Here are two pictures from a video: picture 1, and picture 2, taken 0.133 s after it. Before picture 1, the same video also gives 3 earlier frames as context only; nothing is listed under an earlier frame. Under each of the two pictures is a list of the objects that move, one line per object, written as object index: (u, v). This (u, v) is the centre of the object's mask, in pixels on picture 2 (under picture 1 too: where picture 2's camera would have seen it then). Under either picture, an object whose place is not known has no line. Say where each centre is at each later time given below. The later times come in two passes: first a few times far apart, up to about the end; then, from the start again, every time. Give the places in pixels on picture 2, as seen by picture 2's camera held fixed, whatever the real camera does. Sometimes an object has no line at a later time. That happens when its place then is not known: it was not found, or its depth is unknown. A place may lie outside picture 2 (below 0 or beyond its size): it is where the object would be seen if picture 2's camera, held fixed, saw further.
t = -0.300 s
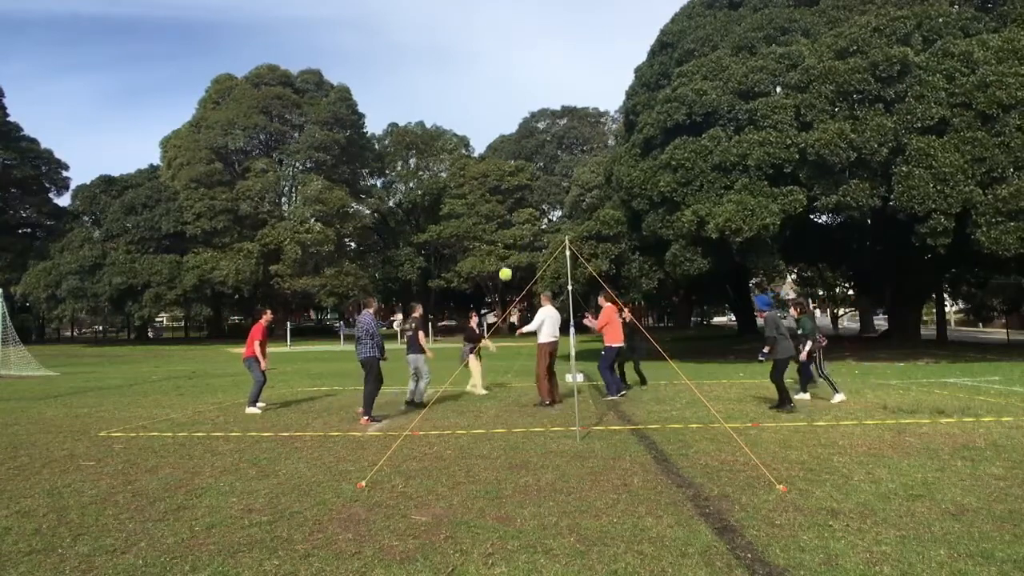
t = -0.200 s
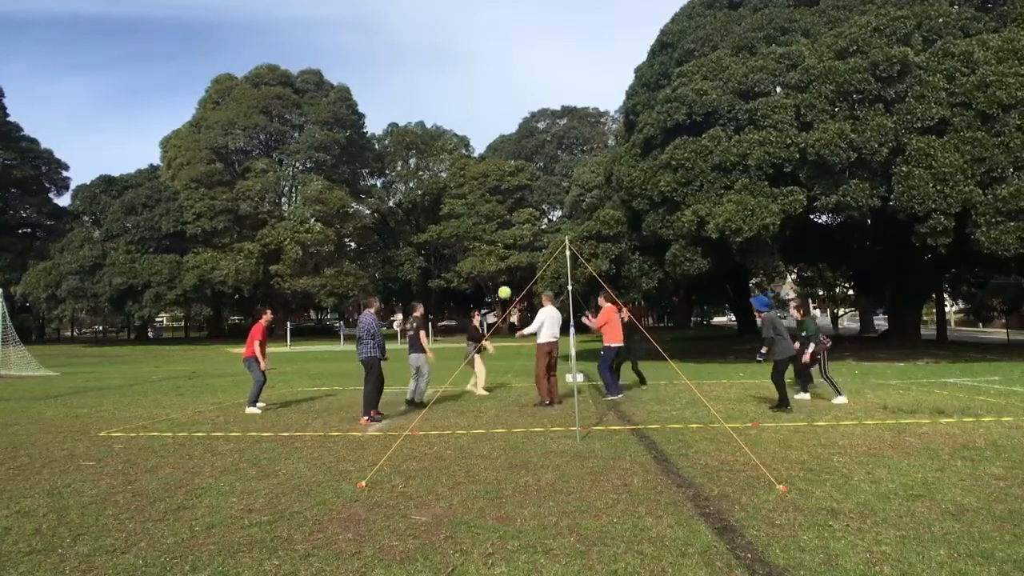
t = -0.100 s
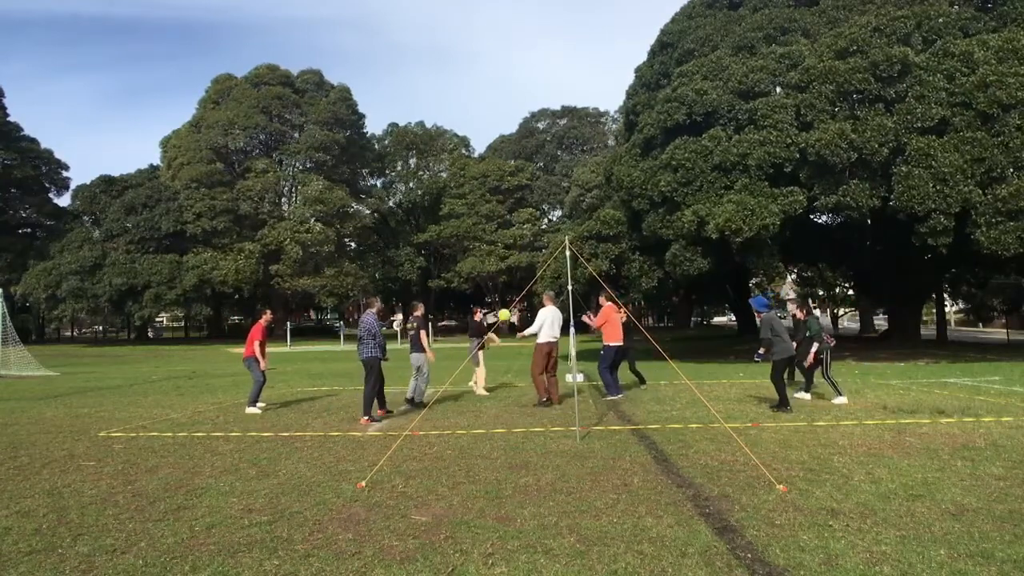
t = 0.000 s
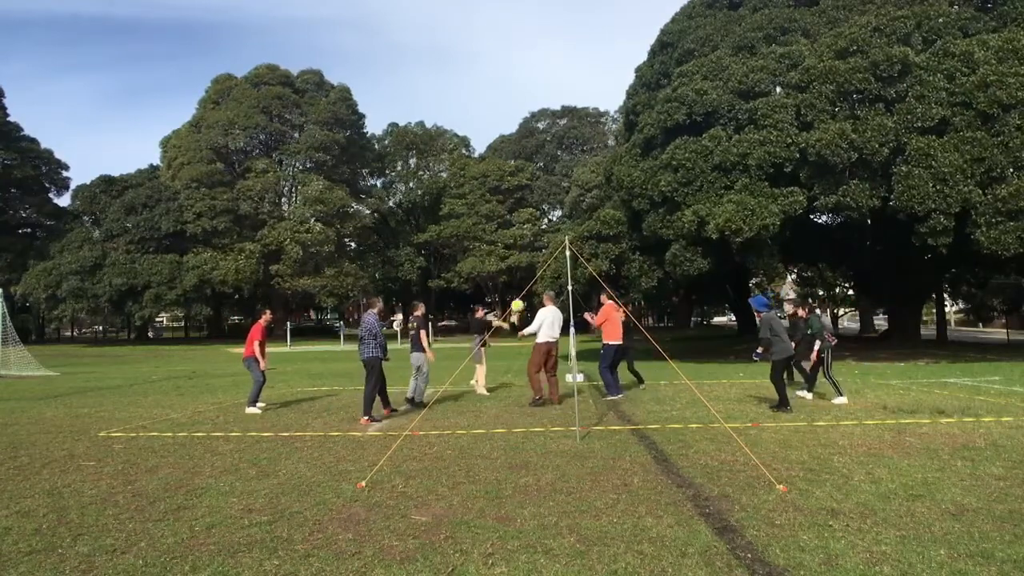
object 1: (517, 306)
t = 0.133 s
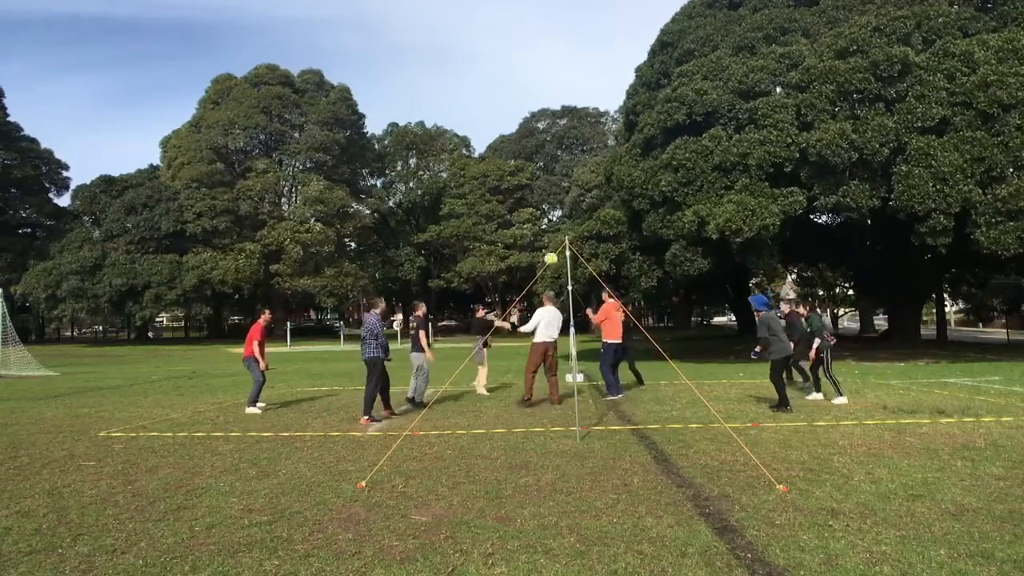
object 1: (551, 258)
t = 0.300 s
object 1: (592, 214)
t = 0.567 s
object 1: (658, 175)
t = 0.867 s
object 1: (731, 178)
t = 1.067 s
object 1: (779, 207)
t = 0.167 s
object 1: (558, 248)
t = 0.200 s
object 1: (567, 238)
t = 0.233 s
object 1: (575, 230)
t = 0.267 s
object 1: (583, 221)
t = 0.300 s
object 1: (592, 214)
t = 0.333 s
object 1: (600, 207)
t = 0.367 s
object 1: (608, 200)
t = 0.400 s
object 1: (617, 194)
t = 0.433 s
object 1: (625, 190)
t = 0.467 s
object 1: (633, 185)
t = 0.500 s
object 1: (641, 181)
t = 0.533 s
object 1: (649, 178)
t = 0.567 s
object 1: (658, 175)
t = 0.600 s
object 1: (666, 173)
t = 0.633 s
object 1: (674, 171)
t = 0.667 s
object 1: (682, 170)
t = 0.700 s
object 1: (690, 170)
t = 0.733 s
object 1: (699, 170)
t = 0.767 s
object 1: (707, 171)
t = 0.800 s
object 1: (715, 173)
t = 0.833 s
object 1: (723, 175)
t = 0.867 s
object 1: (731, 178)
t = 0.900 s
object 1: (739, 181)
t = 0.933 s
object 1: (748, 185)
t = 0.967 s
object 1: (756, 190)
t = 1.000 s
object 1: (763, 195)
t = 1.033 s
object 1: (771, 200)
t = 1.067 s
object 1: (779, 207)
